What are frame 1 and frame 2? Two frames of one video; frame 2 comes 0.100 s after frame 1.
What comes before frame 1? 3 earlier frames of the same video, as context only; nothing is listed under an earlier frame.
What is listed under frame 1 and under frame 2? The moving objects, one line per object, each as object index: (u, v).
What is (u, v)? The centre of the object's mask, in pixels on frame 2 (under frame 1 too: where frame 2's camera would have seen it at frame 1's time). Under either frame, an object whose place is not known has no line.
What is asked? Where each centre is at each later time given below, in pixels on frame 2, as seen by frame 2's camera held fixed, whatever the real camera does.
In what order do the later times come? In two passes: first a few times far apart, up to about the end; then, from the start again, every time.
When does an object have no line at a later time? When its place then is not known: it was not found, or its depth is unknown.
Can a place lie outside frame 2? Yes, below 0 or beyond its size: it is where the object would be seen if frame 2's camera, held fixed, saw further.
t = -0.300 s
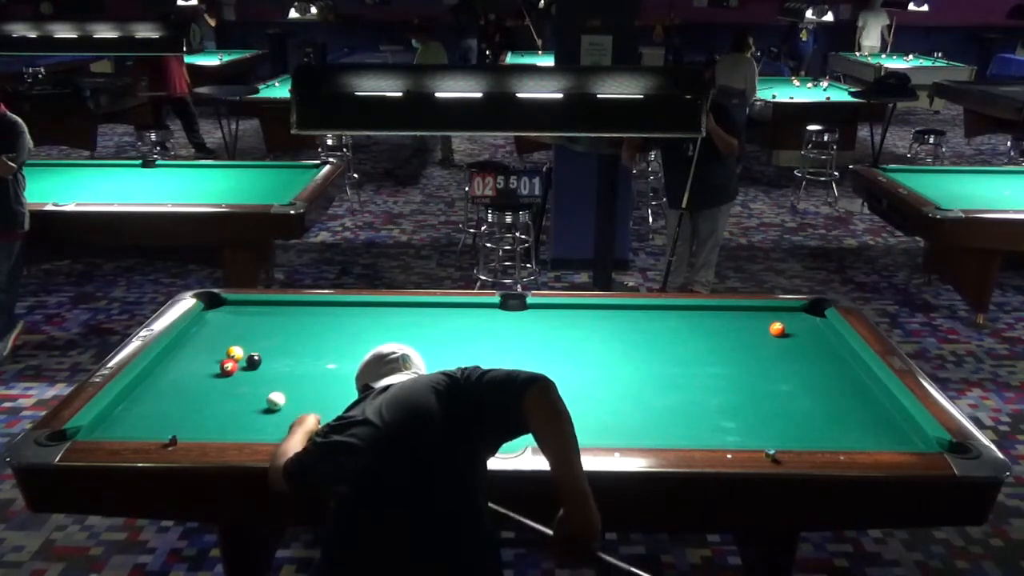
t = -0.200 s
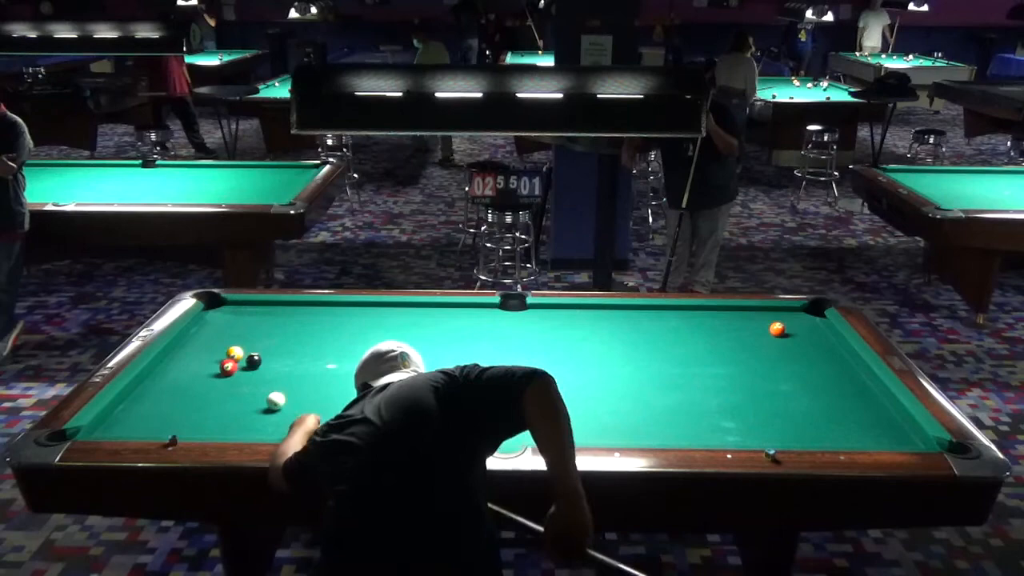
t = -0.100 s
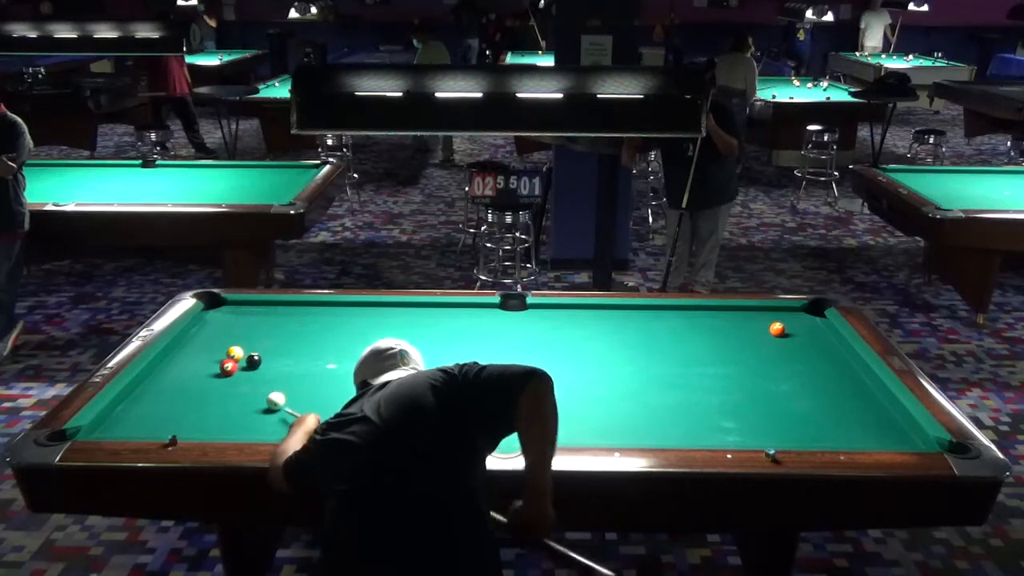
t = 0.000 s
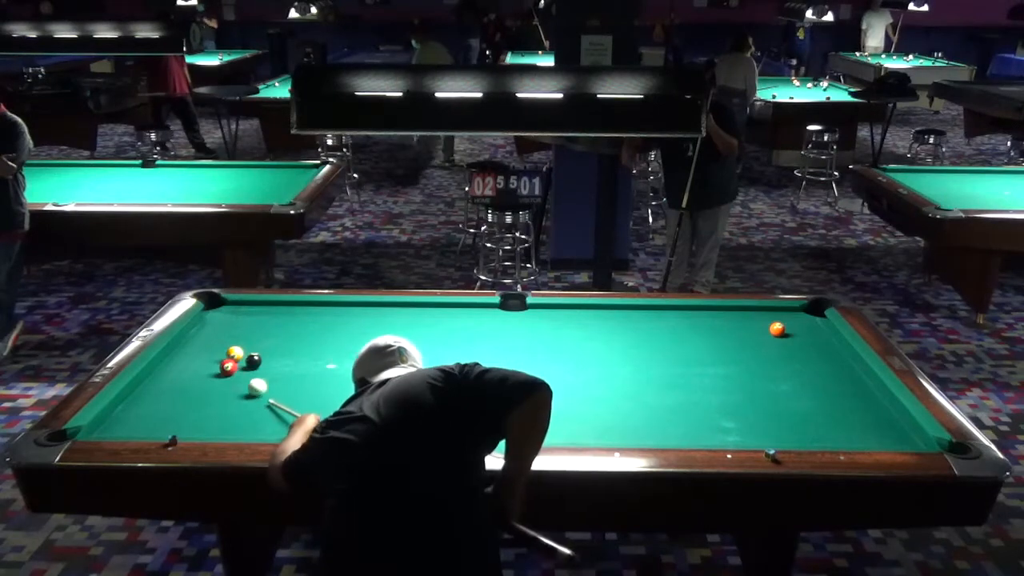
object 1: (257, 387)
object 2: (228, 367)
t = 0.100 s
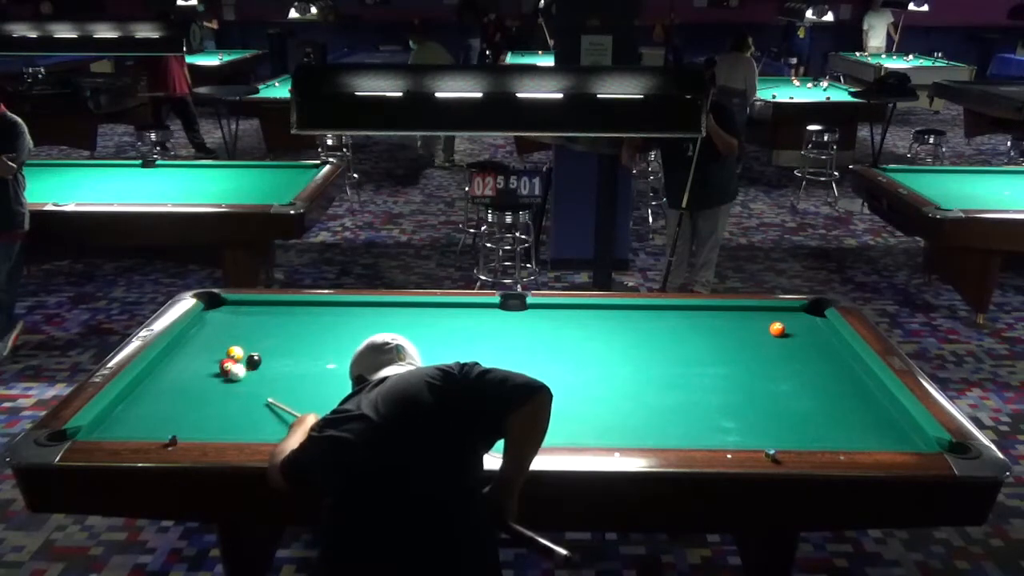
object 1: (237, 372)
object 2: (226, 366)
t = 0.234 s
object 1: (239, 371)
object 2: (205, 353)
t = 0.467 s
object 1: (244, 371)
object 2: (187, 336)
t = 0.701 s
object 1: (247, 370)
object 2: (220, 326)
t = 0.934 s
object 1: (248, 370)
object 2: (249, 315)
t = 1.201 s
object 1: (249, 370)
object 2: (280, 305)
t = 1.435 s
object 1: (249, 370)
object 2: (296, 307)
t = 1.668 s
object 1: (249, 370)
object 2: (310, 312)
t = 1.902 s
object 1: (249, 370)
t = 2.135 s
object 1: (249, 370)
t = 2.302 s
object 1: (249, 370)
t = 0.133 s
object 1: (237, 371)
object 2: (221, 363)
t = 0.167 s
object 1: (238, 371)
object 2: (215, 359)
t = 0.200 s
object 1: (239, 371)
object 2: (210, 356)
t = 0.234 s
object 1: (239, 371)
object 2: (205, 353)
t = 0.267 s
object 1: (240, 371)
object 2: (200, 350)
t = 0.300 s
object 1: (241, 371)
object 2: (196, 348)
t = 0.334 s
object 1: (242, 371)
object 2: (191, 345)
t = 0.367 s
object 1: (242, 371)
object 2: (187, 342)
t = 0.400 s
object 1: (243, 371)
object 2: (183, 340)
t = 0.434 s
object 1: (243, 371)
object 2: (181, 338)
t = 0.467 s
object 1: (244, 371)
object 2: (187, 336)
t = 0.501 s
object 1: (245, 370)
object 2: (192, 334)
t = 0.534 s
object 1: (245, 370)
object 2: (197, 333)
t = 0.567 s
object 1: (246, 371)
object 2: (201, 331)
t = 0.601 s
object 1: (246, 370)
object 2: (206, 330)
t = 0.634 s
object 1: (246, 370)
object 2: (211, 328)
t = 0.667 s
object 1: (247, 370)
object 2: (215, 327)
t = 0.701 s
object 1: (247, 370)
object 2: (220, 326)
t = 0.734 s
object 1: (247, 370)
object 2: (224, 324)
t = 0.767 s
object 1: (248, 371)
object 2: (228, 322)
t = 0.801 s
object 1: (248, 370)
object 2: (232, 321)
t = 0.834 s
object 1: (248, 371)
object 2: (237, 319)
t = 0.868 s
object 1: (248, 370)
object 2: (241, 318)
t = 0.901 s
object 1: (248, 370)
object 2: (245, 316)
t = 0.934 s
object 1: (248, 370)
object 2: (249, 315)
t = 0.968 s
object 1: (248, 370)
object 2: (253, 314)
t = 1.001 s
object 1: (249, 370)
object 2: (257, 313)
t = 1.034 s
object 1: (249, 371)
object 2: (261, 311)
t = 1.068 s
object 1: (249, 370)
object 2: (265, 310)
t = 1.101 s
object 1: (249, 370)
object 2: (268, 309)
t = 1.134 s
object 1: (249, 370)
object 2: (273, 307)
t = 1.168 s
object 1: (249, 370)
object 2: (276, 306)
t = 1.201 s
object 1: (249, 370)
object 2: (280, 305)
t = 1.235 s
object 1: (249, 370)
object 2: (283, 304)
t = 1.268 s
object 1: (249, 370)
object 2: (286, 304)
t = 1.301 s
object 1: (249, 370)
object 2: (288, 304)
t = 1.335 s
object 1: (249, 370)
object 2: (290, 305)
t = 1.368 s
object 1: (249, 370)
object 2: (292, 305)
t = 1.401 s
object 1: (249, 370)
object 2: (294, 306)
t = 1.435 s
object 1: (249, 370)
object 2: (296, 307)
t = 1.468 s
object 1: (249, 370)
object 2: (298, 308)
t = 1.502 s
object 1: (249, 370)
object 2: (300, 309)
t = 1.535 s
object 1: (249, 371)
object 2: (302, 309)
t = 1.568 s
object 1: (249, 370)
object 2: (304, 310)
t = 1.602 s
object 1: (249, 370)
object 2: (307, 311)
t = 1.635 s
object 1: (249, 370)
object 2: (308, 311)
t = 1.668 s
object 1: (249, 370)
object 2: (310, 312)
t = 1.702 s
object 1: (249, 371)
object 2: (312, 313)
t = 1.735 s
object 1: (249, 370)
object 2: (314, 313)
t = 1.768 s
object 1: (249, 370)
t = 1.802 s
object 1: (249, 370)
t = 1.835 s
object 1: (249, 371)
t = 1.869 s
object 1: (249, 371)
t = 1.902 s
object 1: (249, 370)
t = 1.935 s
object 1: (249, 370)
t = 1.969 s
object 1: (249, 370)
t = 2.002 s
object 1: (249, 371)
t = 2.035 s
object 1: (249, 370)
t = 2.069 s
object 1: (249, 370)
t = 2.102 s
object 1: (249, 370)
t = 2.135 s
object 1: (249, 370)
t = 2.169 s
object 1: (249, 370)
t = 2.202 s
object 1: (249, 370)
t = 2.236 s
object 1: (249, 370)
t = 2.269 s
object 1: (249, 370)
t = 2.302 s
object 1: (249, 370)
